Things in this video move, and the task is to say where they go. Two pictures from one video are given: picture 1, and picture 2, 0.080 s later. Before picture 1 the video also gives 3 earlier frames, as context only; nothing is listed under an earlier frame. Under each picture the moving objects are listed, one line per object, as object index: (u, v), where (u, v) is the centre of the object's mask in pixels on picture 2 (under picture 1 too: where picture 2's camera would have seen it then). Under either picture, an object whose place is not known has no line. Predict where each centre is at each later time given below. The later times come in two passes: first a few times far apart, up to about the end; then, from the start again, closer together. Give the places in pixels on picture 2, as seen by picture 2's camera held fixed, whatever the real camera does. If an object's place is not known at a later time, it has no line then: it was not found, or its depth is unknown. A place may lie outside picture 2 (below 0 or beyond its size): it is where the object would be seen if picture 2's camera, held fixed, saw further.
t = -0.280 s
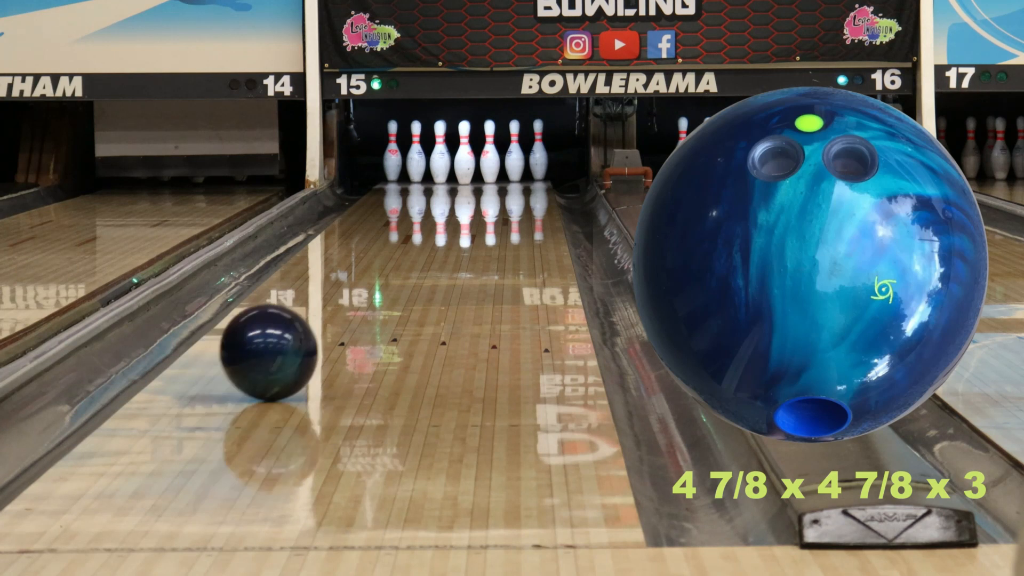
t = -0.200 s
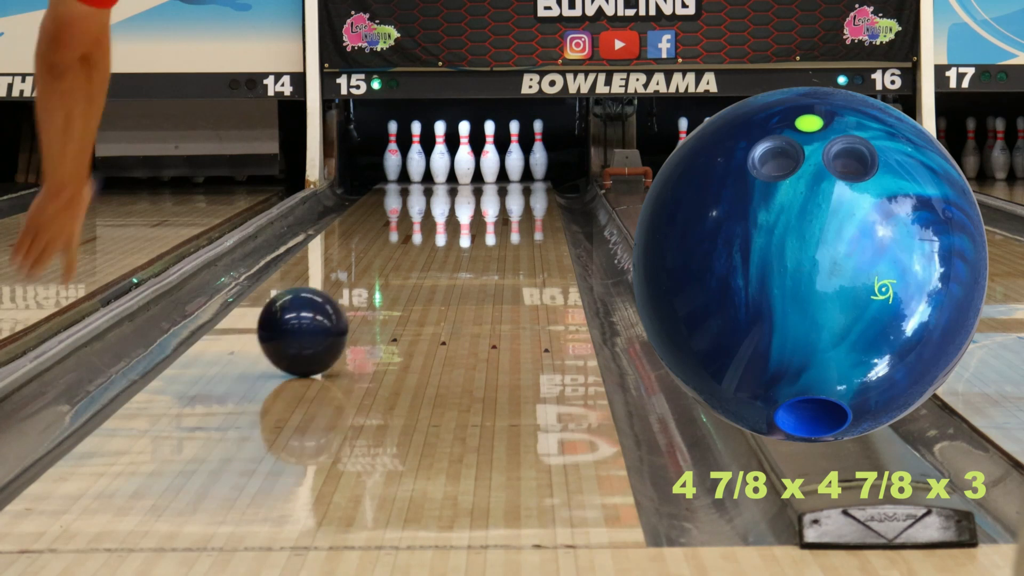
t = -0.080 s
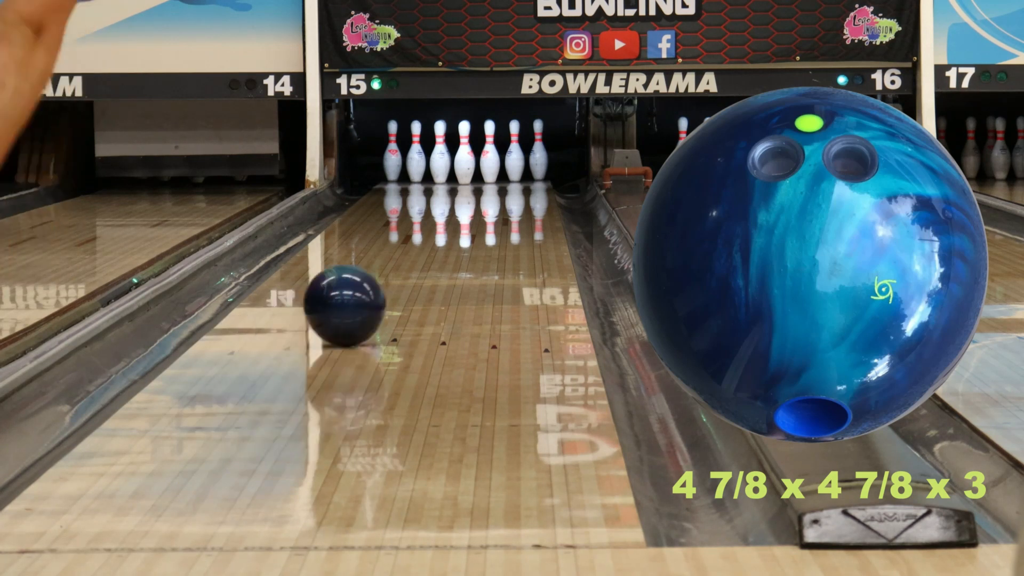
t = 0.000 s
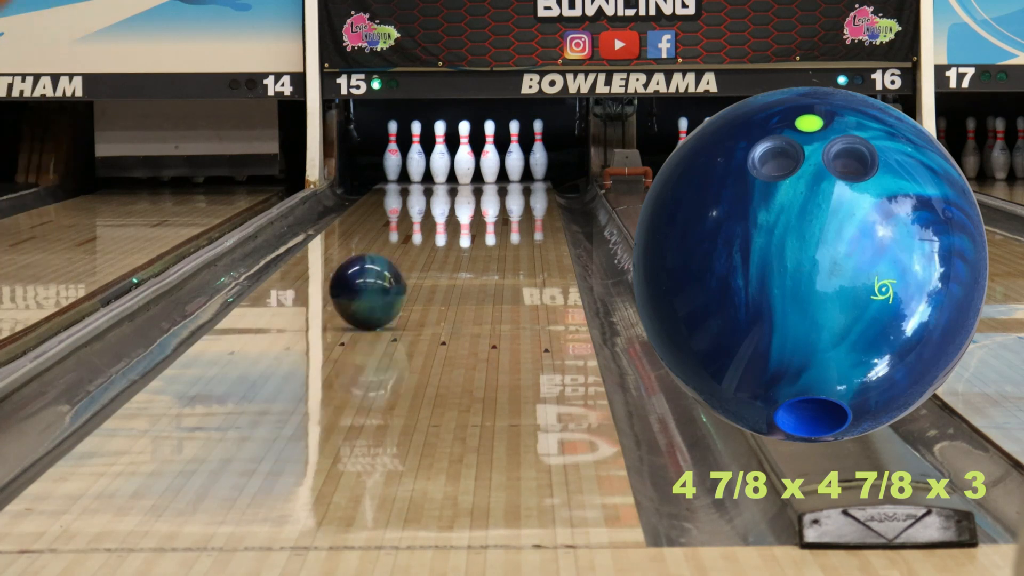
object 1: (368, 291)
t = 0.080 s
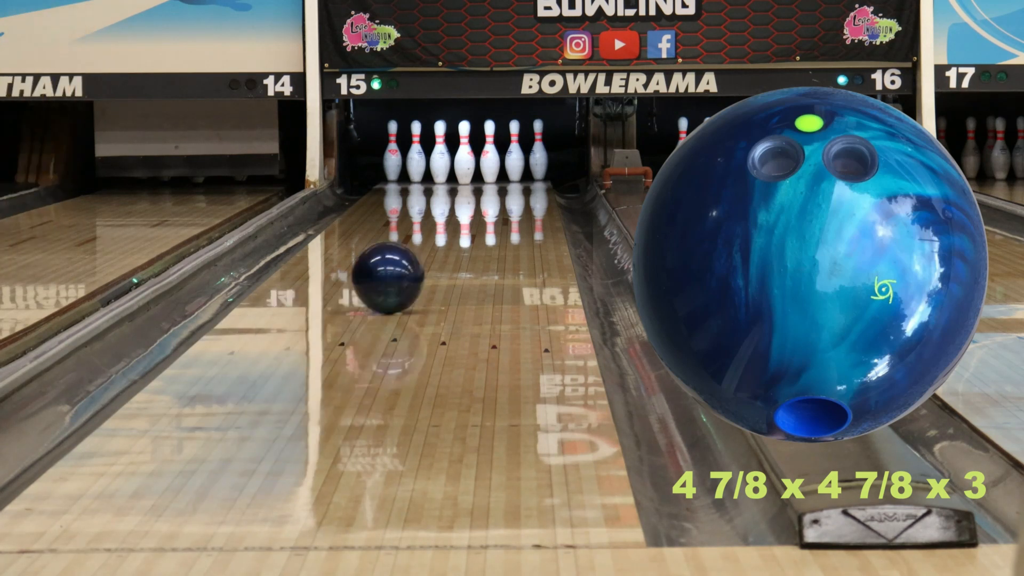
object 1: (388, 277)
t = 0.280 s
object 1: (428, 249)
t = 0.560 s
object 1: (467, 221)
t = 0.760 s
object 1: (486, 206)
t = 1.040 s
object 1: (502, 189)
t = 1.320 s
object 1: (496, 177)
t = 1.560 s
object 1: (473, 168)
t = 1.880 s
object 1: (448, 160)
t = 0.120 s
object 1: (397, 271)
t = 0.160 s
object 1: (405, 264)
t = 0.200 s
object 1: (414, 259)
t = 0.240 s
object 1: (421, 254)
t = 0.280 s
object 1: (428, 249)
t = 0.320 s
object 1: (434, 244)
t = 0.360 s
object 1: (441, 240)
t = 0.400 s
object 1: (447, 236)
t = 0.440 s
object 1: (452, 232)
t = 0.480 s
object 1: (457, 228)
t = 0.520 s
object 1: (462, 224)
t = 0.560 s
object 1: (467, 221)
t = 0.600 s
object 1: (472, 218)
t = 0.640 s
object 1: (476, 214)
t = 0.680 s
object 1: (479, 212)
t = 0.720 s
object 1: (483, 209)
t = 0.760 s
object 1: (486, 206)
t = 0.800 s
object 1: (489, 203)
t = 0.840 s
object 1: (493, 201)
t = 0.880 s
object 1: (495, 198)
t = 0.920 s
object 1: (498, 196)
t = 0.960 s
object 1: (500, 193)
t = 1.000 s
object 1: (501, 191)
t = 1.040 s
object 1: (502, 189)
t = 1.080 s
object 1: (503, 187)
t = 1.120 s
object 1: (503, 185)
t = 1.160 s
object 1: (503, 183)
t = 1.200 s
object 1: (502, 182)
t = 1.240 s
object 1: (501, 180)
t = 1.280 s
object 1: (499, 178)
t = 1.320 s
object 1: (496, 177)
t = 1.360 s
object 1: (494, 175)
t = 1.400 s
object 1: (490, 174)
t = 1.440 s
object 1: (486, 173)
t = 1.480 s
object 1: (482, 172)
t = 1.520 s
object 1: (477, 170)
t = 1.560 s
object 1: (473, 168)
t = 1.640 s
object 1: (471, 167)
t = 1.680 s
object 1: (470, 166)
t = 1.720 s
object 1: (465, 166)
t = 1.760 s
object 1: (459, 165)
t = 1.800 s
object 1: (454, 164)
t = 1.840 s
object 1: (451, 163)
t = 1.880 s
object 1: (448, 160)
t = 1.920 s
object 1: (446, 166)
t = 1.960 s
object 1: (444, 168)
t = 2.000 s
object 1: (442, 174)
